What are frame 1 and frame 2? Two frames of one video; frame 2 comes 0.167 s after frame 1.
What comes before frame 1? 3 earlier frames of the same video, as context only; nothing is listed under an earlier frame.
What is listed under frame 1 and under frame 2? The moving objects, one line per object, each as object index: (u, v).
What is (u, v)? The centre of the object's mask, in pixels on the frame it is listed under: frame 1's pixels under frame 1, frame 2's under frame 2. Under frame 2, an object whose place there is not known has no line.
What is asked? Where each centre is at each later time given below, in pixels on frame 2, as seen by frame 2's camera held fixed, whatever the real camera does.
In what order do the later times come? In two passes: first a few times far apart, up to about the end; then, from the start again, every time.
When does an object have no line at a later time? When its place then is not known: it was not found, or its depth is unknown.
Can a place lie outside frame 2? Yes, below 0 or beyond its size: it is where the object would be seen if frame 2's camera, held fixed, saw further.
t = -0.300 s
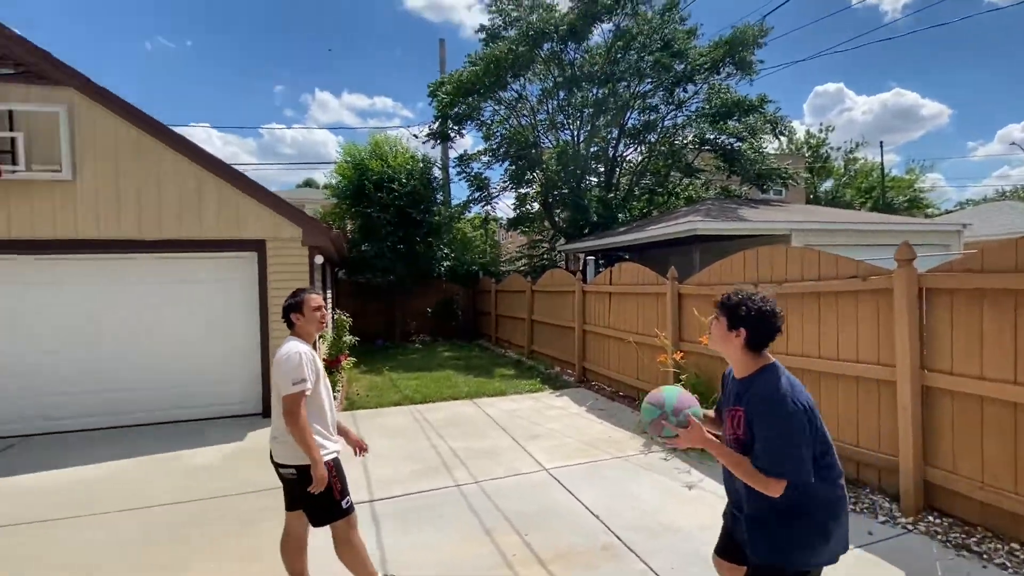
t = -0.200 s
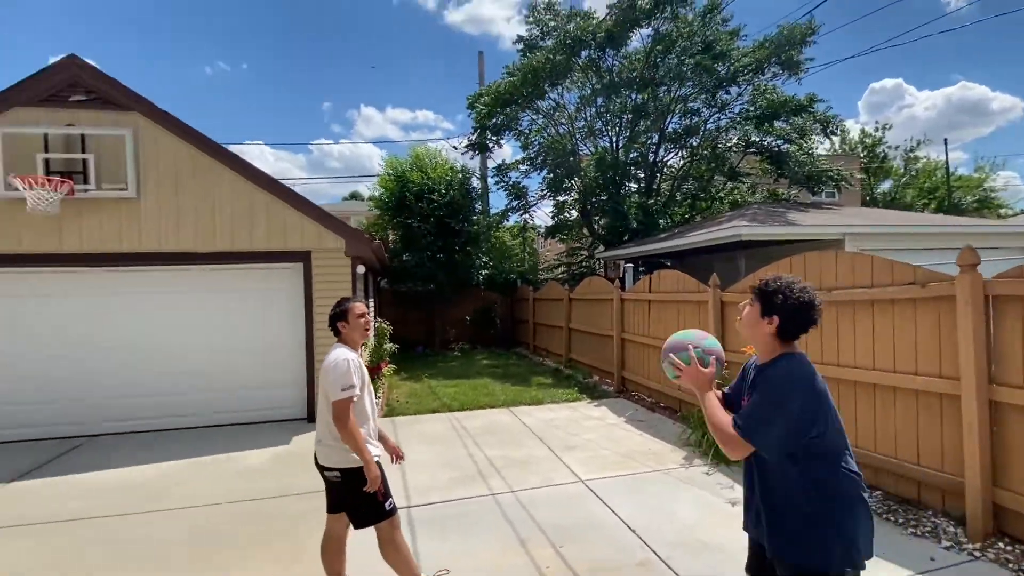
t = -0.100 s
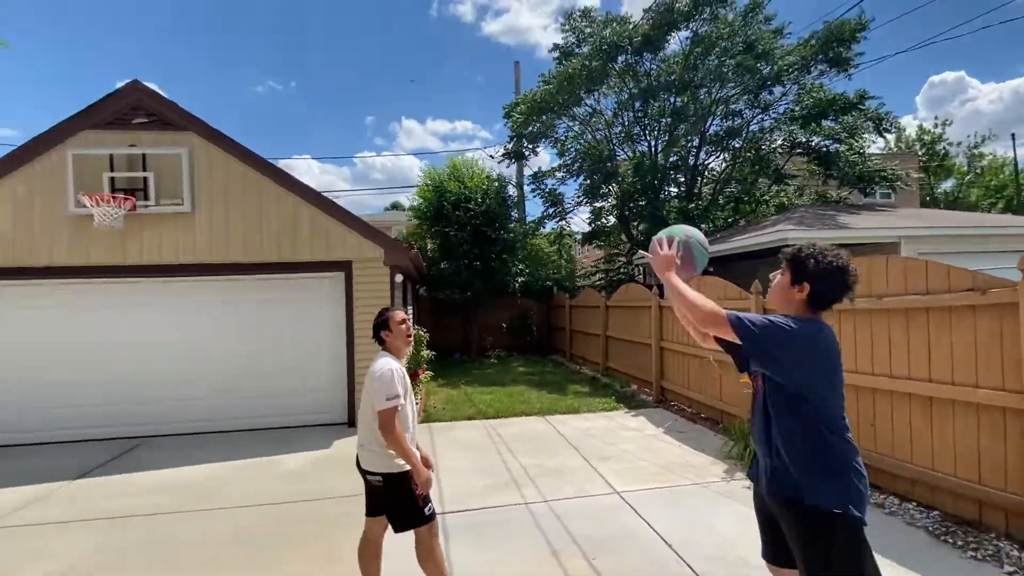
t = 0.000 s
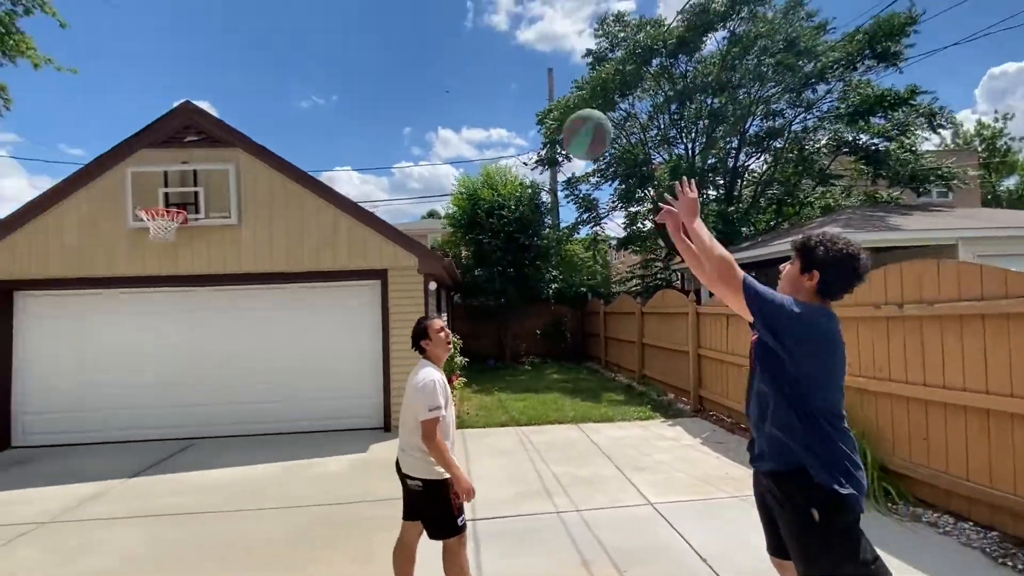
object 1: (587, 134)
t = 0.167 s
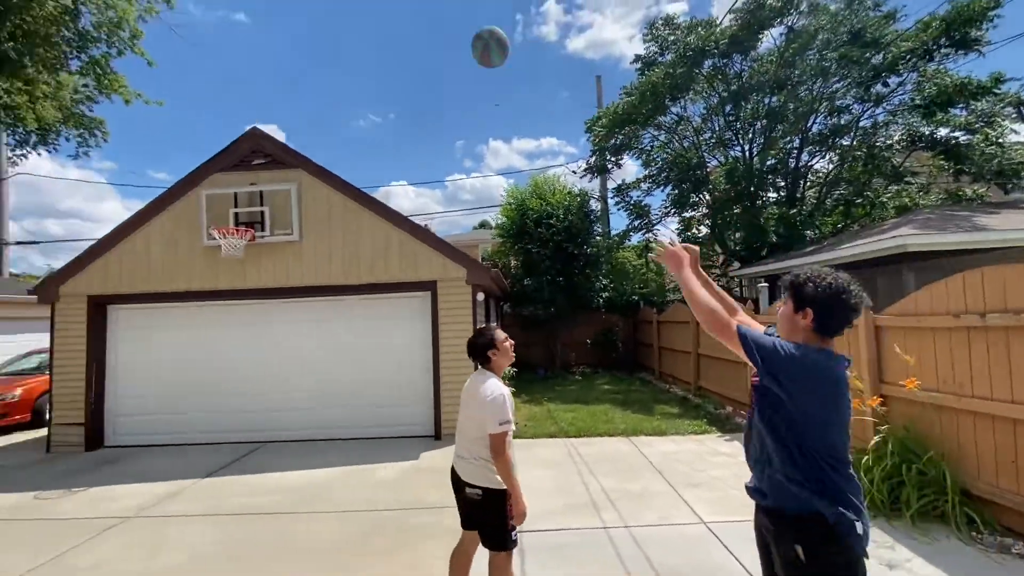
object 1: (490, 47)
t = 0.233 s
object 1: (452, 32)
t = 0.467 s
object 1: (359, 33)
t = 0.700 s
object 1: (303, 82)
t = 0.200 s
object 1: (470, 38)
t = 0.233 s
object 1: (452, 32)
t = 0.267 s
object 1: (436, 28)
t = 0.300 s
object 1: (421, 25)
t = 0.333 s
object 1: (407, 24)
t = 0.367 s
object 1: (395, 24)
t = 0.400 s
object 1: (381, 27)
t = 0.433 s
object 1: (369, 30)
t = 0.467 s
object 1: (359, 33)
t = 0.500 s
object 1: (349, 38)
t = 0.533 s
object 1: (340, 44)
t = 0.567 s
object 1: (332, 50)
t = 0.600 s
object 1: (324, 56)
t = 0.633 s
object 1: (317, 64)
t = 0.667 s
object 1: (310, 73)
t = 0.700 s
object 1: (303, 82)
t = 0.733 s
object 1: (296, 91)
